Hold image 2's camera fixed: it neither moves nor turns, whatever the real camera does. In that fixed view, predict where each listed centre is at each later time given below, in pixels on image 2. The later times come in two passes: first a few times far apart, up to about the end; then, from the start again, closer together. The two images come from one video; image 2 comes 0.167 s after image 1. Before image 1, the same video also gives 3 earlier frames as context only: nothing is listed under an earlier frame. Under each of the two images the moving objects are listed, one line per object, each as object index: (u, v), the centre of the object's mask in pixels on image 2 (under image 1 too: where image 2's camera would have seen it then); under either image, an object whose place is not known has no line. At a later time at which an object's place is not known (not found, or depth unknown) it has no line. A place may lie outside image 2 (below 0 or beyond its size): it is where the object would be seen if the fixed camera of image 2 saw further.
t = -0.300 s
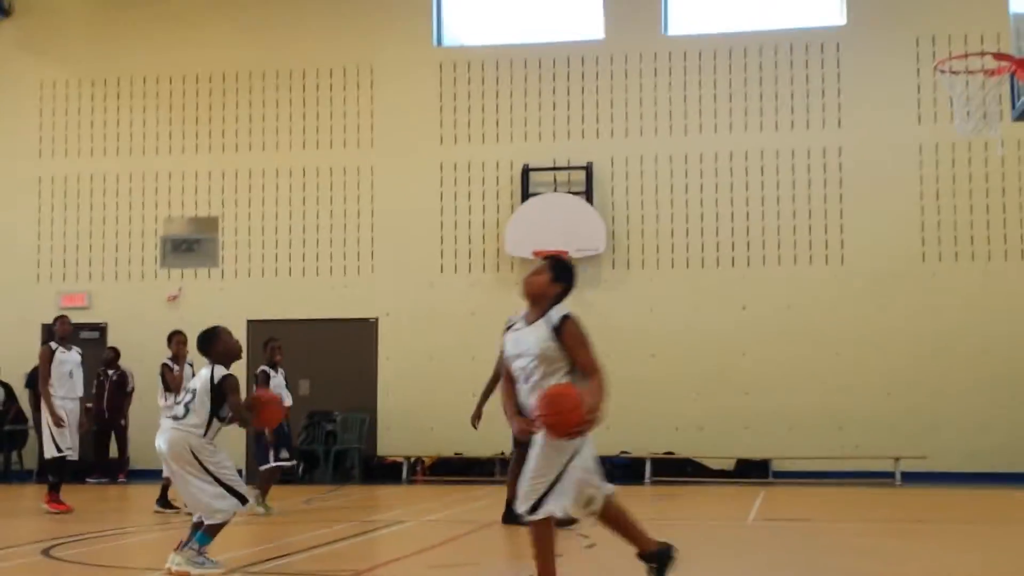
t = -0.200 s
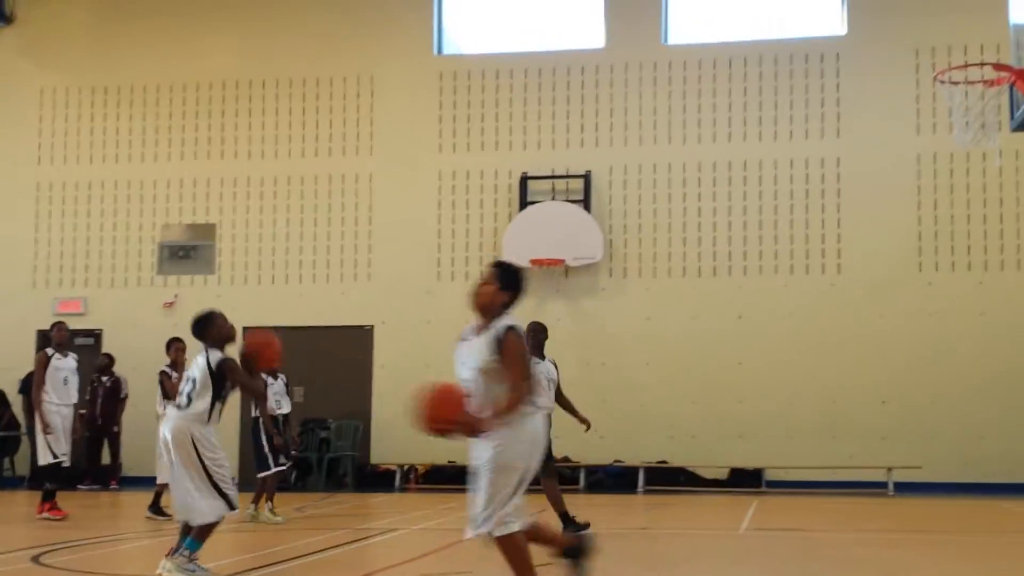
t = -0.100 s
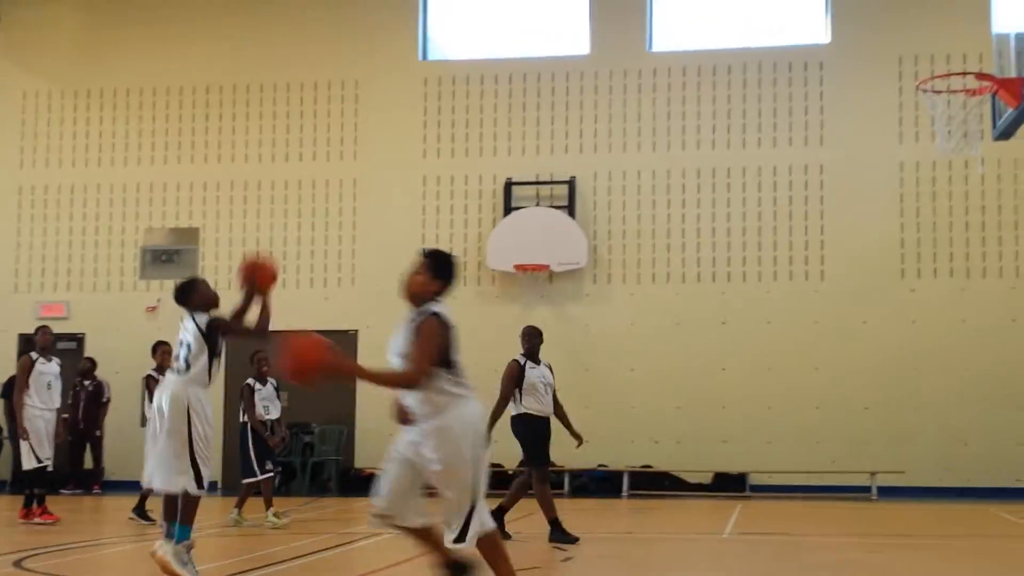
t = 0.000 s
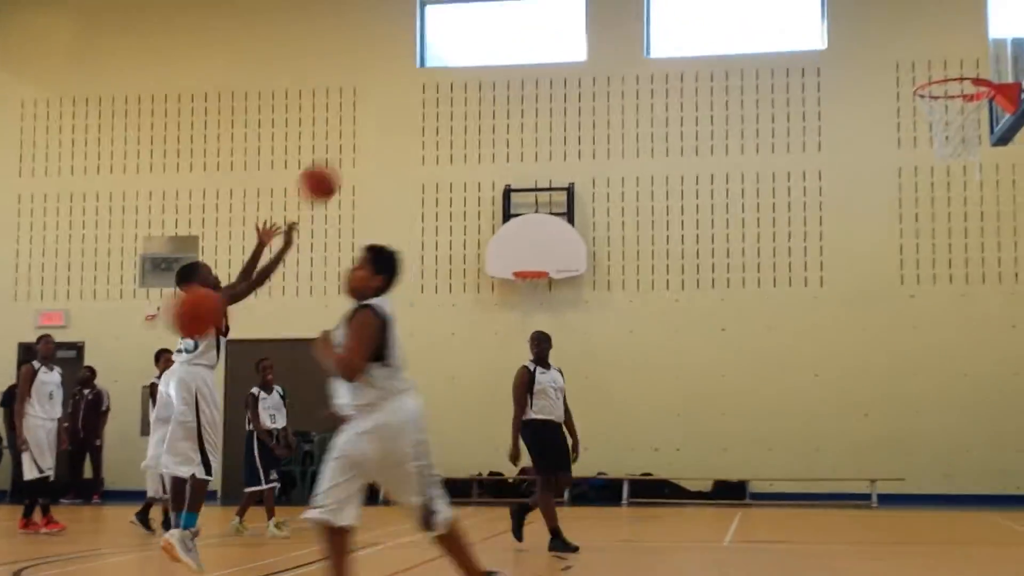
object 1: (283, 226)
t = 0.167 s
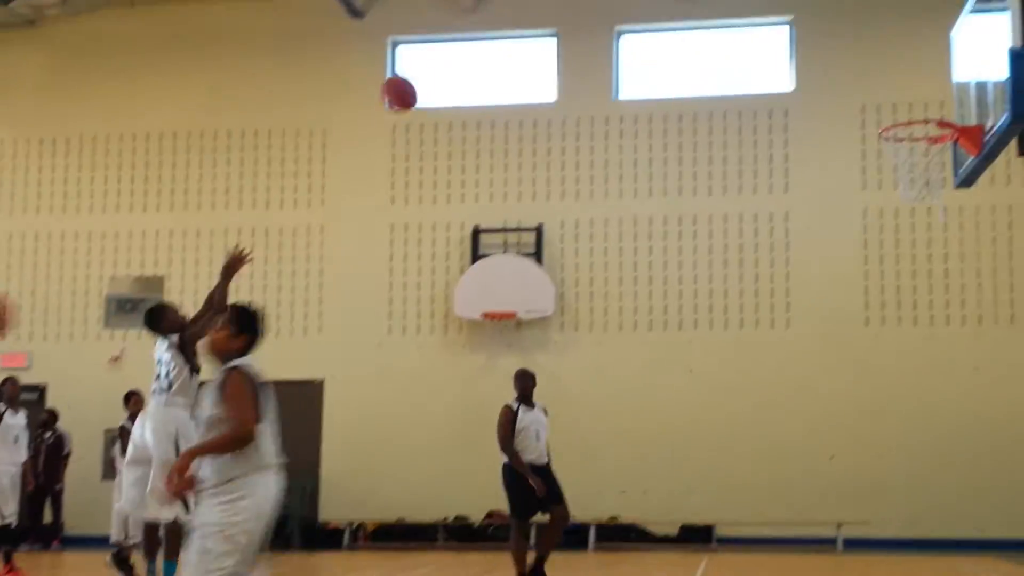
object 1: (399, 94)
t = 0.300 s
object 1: (488, 20)
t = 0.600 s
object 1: (657, -22)
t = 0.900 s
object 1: (822, 61)
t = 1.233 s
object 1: (997, 299)
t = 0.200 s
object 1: (422, 71)
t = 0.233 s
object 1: (443, 51)
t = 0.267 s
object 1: (464, 35)
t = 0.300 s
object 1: (488, 20)
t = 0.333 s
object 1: (509, 6)
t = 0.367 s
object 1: (528, -3)
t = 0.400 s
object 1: (545, -8)
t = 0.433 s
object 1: (563, -13)
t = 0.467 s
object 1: (581, -19)
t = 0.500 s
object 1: (602, -22)
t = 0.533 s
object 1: (621, -23)
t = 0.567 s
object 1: (637, -22)
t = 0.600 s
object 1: (657, -22)
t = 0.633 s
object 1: (678, -18)
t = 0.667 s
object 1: (697, -14)
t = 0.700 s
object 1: (711, -9)
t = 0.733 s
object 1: (730, -2)
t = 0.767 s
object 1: (747, 7)
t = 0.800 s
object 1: (767, 16)
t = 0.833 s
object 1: (787, 30)
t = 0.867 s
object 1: (805, 45)
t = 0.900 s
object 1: (822, 61)
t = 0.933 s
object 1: (839, 78)
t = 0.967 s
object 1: (855, 96)
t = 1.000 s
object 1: (873, 117)
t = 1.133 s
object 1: (946, 215)
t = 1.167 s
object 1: (962, 240)
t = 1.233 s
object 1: (997, 299)
